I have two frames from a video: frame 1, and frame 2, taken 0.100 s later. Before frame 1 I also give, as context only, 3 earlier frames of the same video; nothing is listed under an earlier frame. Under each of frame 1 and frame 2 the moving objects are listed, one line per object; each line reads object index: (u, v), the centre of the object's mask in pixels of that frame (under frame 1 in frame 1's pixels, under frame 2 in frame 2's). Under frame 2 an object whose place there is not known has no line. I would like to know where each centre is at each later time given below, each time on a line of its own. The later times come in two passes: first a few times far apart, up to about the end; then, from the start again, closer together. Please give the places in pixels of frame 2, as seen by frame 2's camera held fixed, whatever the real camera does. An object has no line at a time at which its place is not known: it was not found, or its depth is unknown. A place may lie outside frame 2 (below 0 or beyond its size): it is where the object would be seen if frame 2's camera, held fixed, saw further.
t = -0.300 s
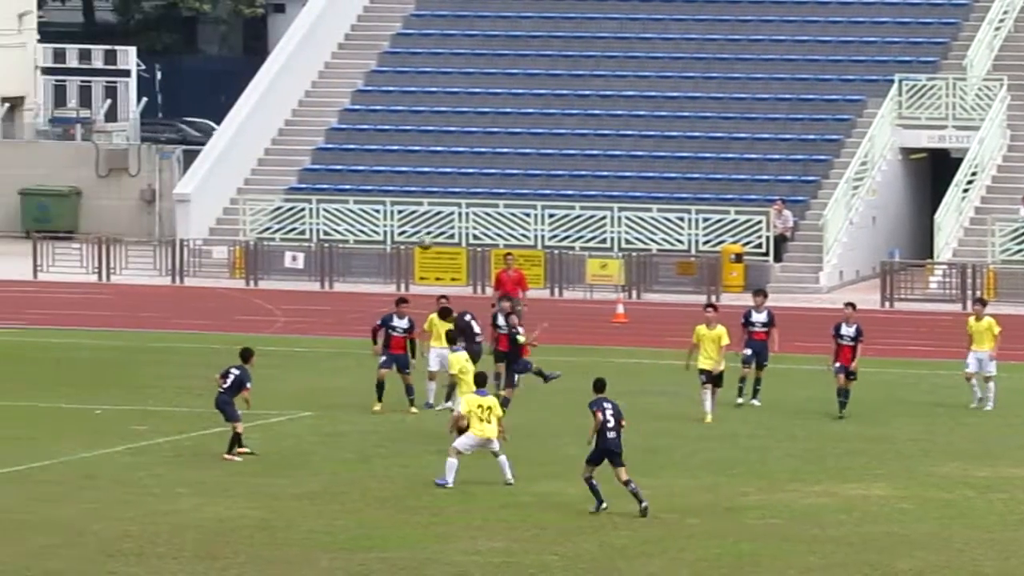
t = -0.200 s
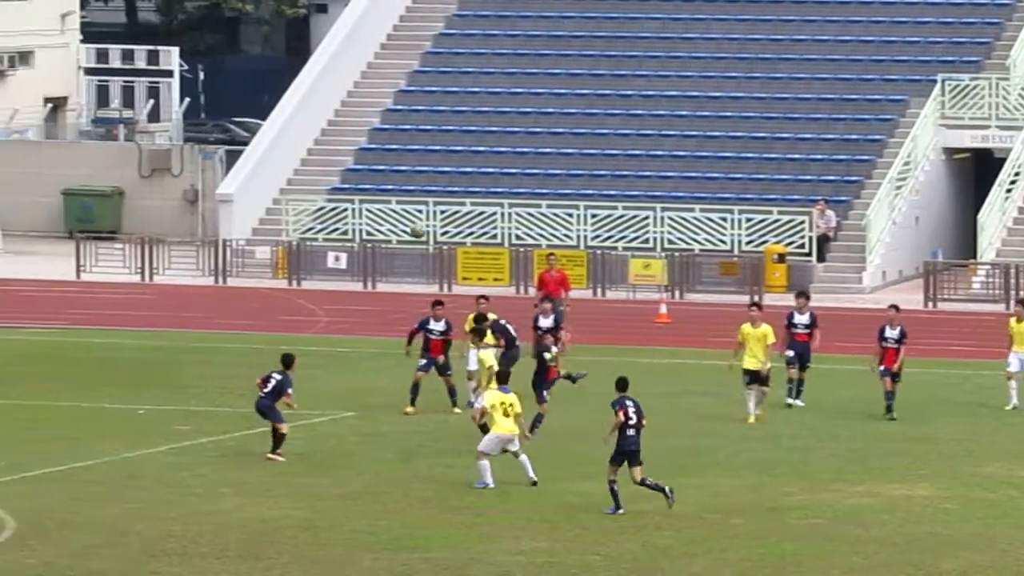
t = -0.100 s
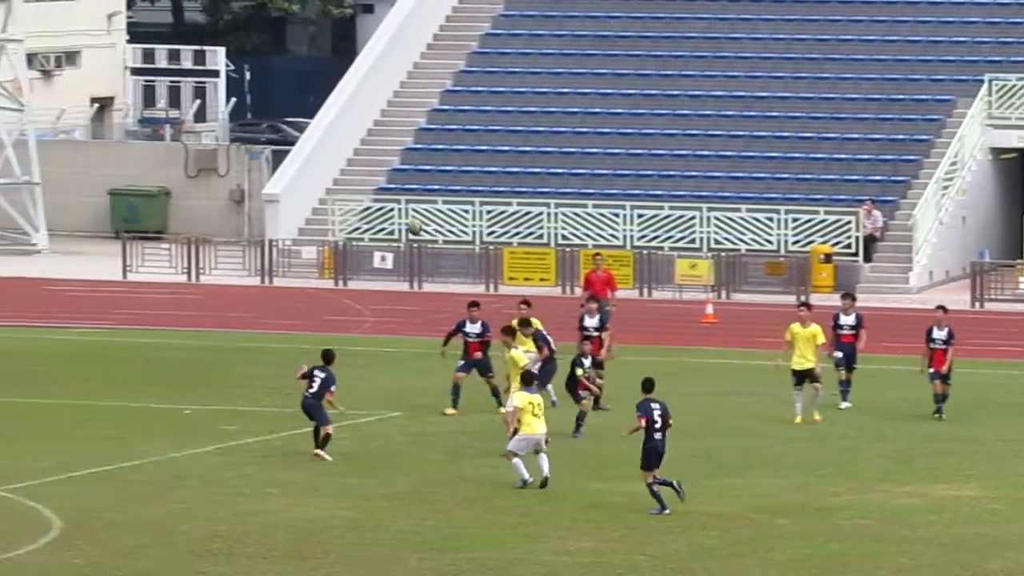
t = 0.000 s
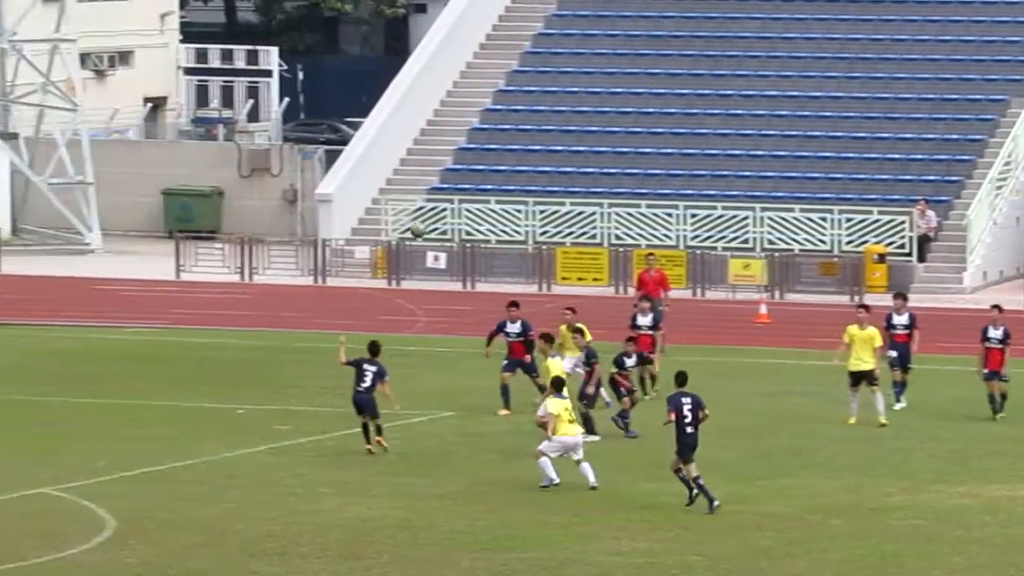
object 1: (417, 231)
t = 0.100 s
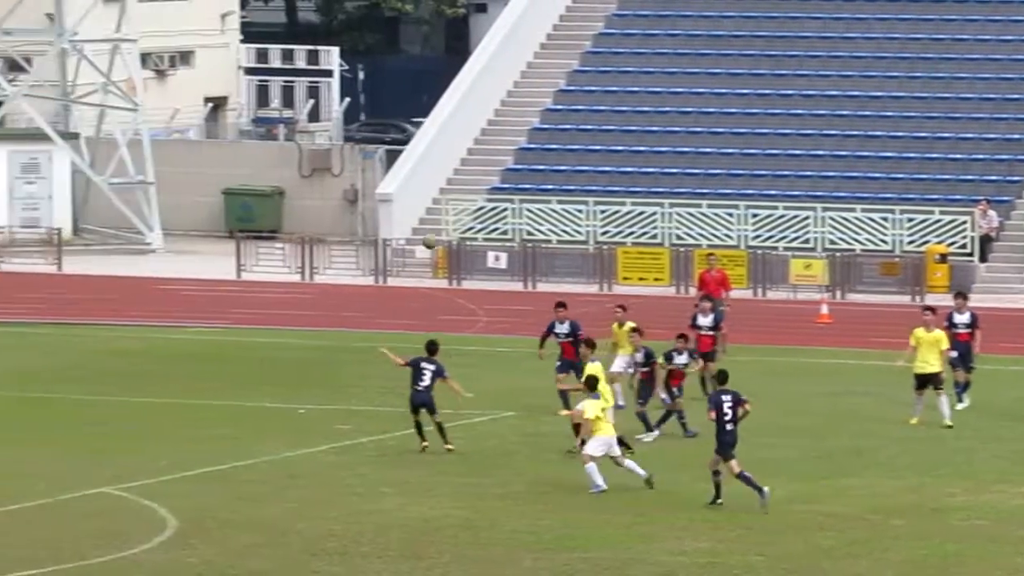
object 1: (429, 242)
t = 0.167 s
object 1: (399, 255)
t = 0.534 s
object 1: (228, 380)
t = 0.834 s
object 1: (109, 403)
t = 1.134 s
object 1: (2, 347)
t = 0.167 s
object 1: (399, 255)
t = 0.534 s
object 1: (228, 380)
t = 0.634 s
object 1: (183, 432)
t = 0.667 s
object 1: (169, 451)
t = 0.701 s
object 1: (157, 449)
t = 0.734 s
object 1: (145, 437)
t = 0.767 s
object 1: (133, 424)
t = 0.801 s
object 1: (121, 413)
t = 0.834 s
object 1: (109, 403)
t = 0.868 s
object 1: (97, 393)
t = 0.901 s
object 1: (85, 384)
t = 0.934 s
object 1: (74, 377)
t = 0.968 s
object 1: (62, 370)
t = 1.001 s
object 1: (49, 363)
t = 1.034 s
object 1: (38, 358)
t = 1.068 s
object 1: (26, 354)
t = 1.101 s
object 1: (14, 350)
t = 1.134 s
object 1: (2, 347)
